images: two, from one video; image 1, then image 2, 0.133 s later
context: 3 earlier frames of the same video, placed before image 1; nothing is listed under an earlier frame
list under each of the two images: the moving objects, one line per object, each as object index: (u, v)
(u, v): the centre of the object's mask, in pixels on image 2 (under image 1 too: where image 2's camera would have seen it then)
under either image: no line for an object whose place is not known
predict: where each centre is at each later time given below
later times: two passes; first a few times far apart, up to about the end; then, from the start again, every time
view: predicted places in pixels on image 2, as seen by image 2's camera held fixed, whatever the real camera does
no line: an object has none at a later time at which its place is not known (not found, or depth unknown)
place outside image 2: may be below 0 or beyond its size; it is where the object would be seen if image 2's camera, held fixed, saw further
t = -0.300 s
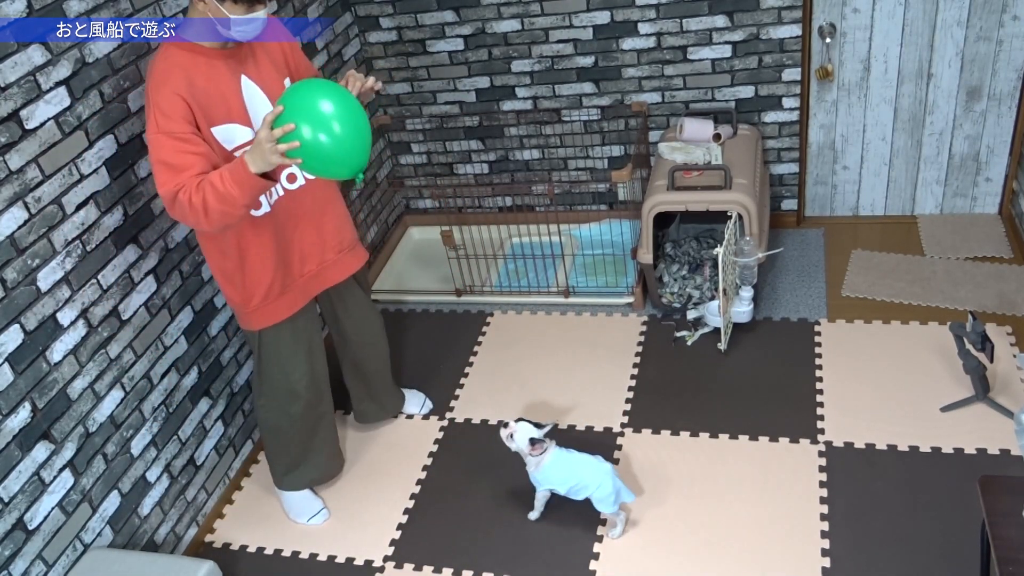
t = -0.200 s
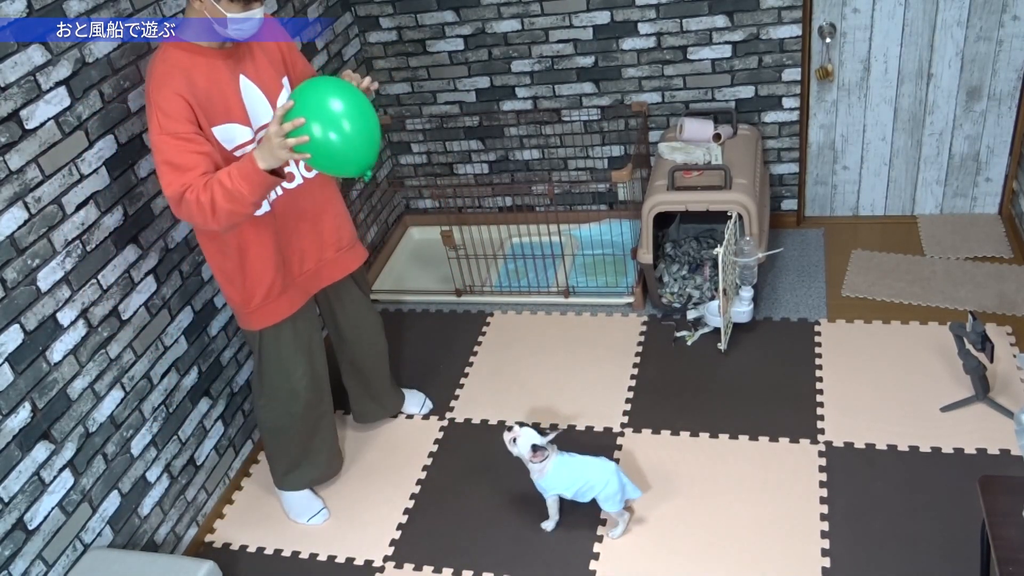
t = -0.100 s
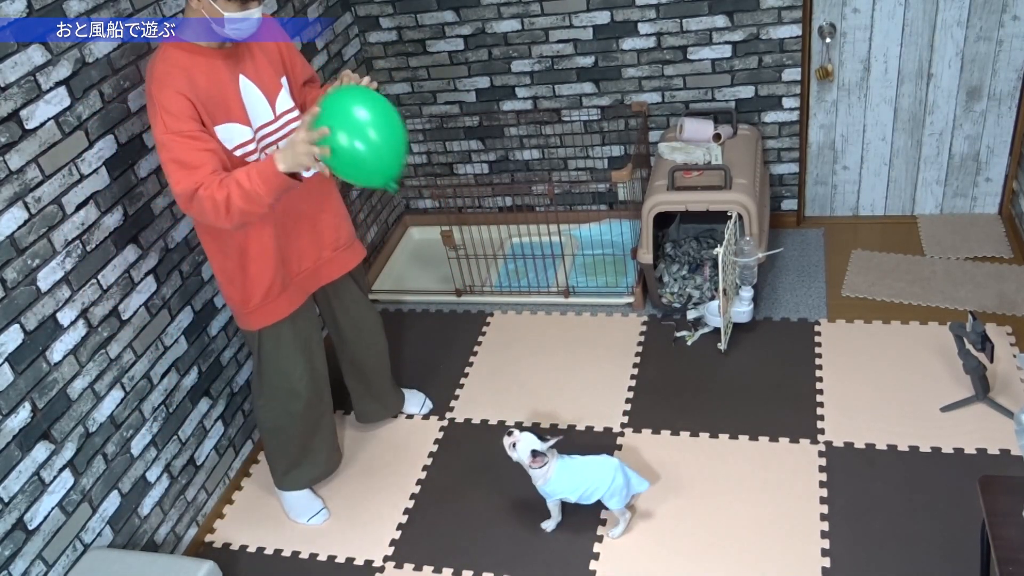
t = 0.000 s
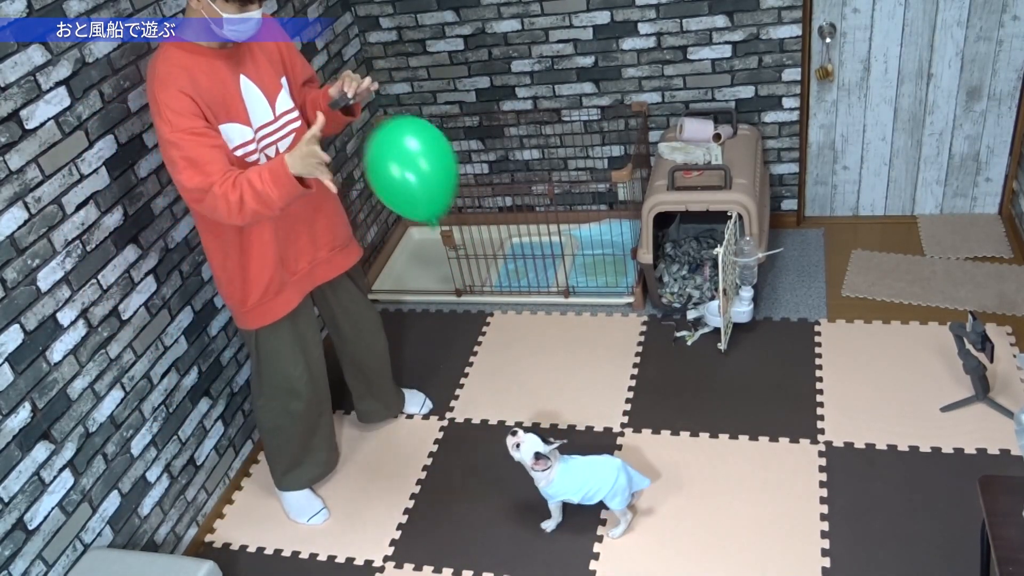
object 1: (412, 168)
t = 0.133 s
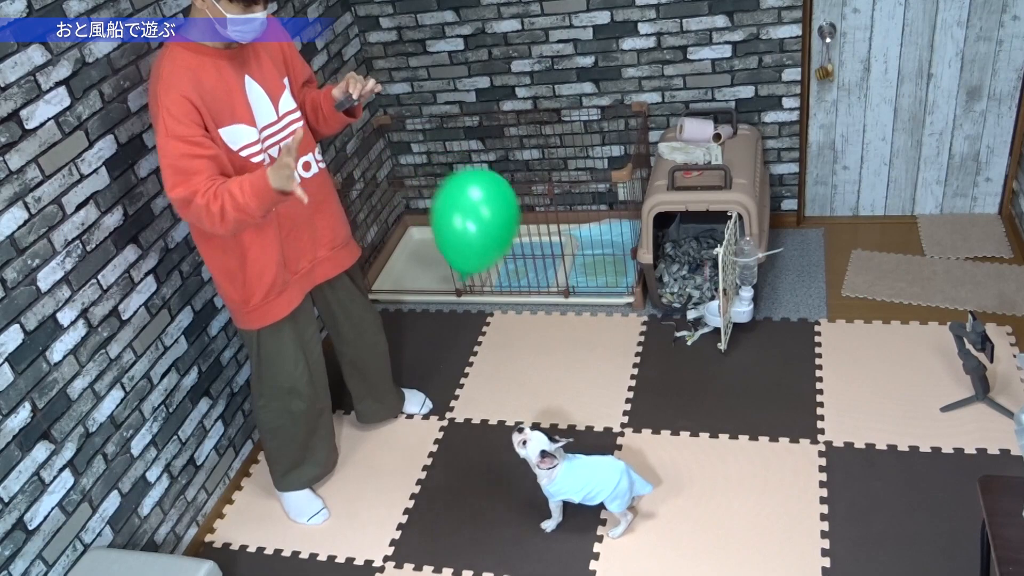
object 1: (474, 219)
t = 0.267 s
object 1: (522, 275)
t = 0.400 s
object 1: (553, 329)
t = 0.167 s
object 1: (487, 232)
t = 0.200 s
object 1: (500, 246)
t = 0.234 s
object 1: (512, 261)
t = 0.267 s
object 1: (522, 275)
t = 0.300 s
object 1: (531, 289)
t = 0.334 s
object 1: (540, 303)
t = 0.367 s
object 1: (547, 316)
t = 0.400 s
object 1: (553, 329)
